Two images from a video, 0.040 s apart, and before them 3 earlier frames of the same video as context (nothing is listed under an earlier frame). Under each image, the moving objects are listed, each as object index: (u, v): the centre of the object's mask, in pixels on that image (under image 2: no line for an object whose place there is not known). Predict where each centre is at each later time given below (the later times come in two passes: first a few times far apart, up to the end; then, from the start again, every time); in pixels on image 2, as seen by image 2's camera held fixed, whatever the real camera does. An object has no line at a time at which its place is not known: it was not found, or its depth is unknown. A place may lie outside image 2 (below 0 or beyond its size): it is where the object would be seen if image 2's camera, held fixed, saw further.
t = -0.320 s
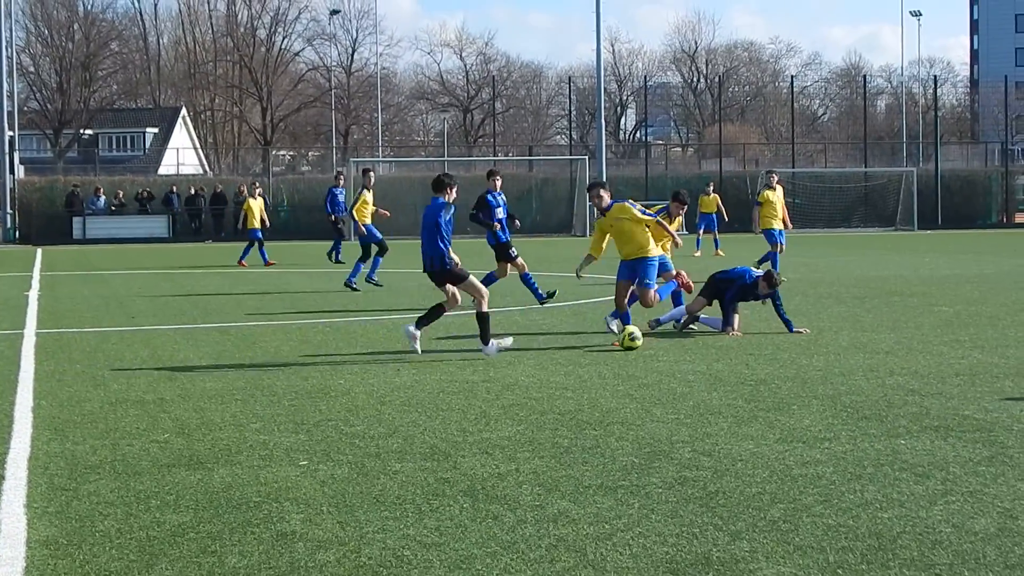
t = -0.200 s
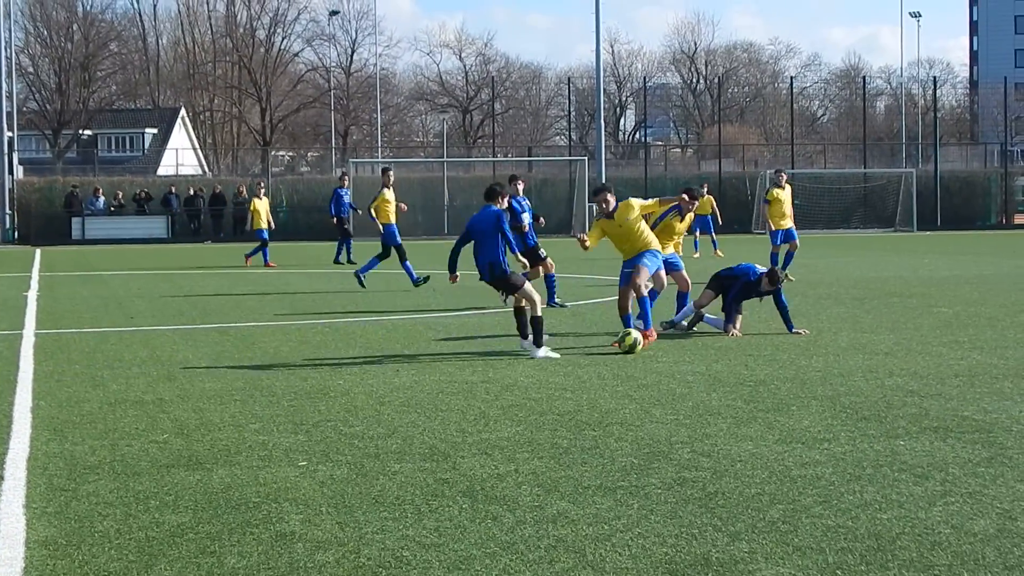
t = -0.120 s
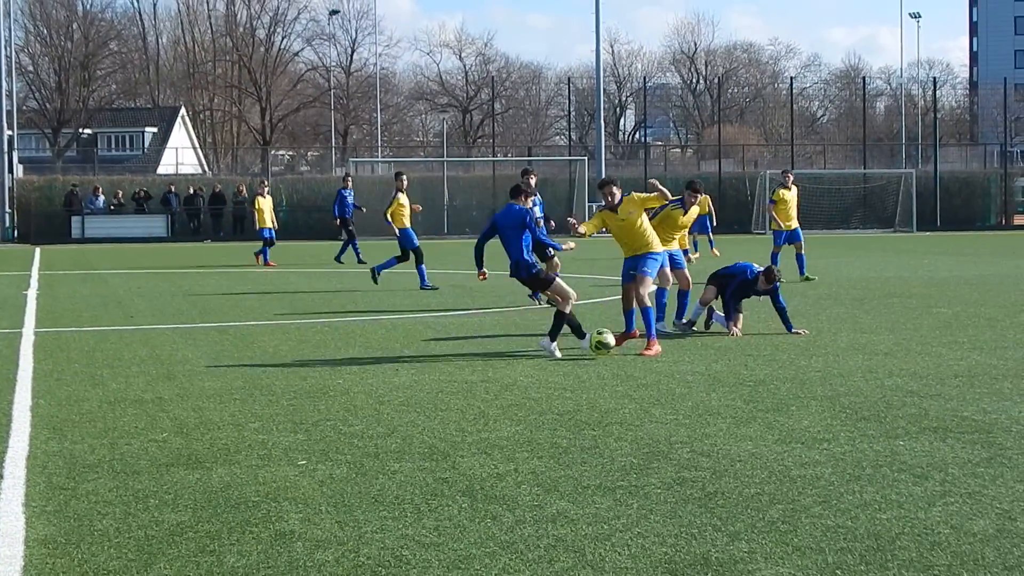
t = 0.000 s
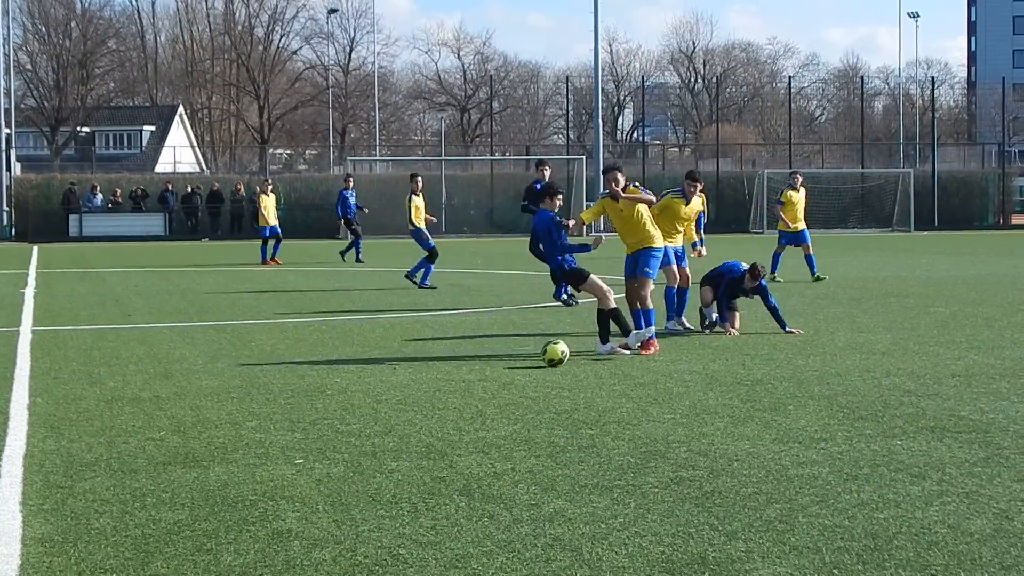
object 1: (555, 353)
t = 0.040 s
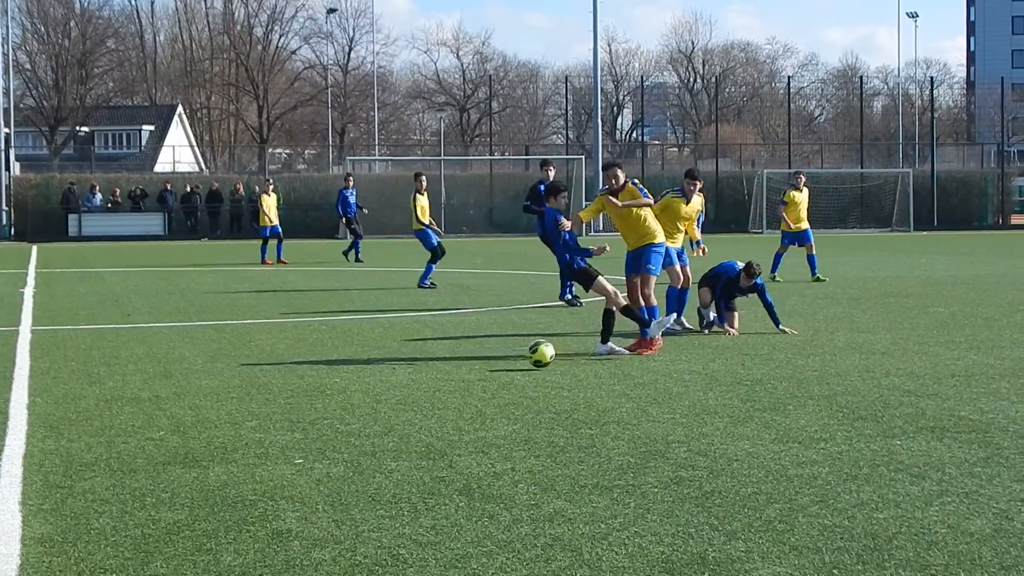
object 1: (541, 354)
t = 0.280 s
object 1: (458, 369)
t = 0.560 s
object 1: (372, 391)
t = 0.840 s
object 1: (302, 411)
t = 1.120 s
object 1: (225, 431)
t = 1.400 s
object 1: (137, 453)
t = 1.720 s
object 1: (15, 483)
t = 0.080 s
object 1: (528, 354)
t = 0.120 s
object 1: (513, 357)
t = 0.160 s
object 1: (498, 362)
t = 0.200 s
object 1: (484, 368)
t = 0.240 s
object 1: (471, 368)
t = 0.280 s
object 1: (458, 369)
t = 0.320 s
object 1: (444, 372)
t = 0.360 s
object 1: (429, 378)
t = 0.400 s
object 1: (417, 381)
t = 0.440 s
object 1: (405, 383)
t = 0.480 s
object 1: (393, 387)
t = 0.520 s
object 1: (381, 389)
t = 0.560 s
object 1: (372, 391)
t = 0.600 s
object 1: (360, 395)
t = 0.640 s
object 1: (350, 396)
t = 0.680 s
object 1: (341, 398)
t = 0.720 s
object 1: (331, 402)
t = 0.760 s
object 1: (321, 404)
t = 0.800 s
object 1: (311, 406)
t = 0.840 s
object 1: (302, 411)
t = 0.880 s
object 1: (291, 413)
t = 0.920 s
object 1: (281, 416)
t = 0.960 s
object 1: (269, 418)
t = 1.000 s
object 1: (259, 421)
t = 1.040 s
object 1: (247, 425)
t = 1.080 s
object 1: (236, 428)
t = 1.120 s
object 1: (225, 431)
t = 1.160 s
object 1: (213, 434)
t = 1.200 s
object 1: (202, 437)
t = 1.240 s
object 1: (189, 440)
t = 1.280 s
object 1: (176, 443)
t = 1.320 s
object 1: (163, 446)
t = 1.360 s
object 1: (150, 450)
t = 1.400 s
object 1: (137, 453)
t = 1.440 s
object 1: (123, 457)
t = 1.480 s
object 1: (109, 460)
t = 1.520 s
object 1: (94, 463)
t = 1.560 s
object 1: (80, 466)
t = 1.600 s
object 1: (64, 471)
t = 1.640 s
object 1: (49, 475)
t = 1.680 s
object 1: (32, 478)
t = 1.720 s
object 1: (15, 483)
